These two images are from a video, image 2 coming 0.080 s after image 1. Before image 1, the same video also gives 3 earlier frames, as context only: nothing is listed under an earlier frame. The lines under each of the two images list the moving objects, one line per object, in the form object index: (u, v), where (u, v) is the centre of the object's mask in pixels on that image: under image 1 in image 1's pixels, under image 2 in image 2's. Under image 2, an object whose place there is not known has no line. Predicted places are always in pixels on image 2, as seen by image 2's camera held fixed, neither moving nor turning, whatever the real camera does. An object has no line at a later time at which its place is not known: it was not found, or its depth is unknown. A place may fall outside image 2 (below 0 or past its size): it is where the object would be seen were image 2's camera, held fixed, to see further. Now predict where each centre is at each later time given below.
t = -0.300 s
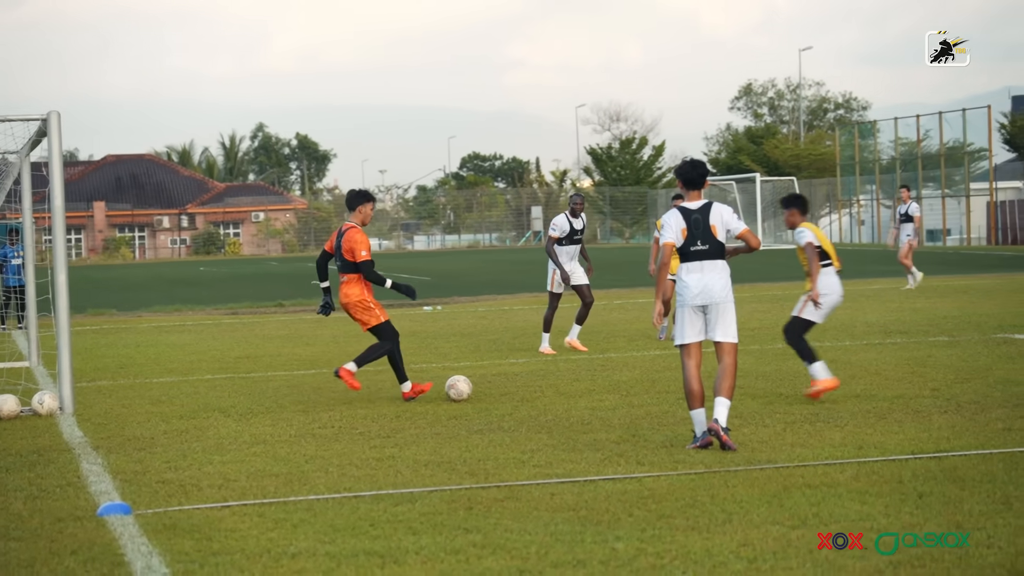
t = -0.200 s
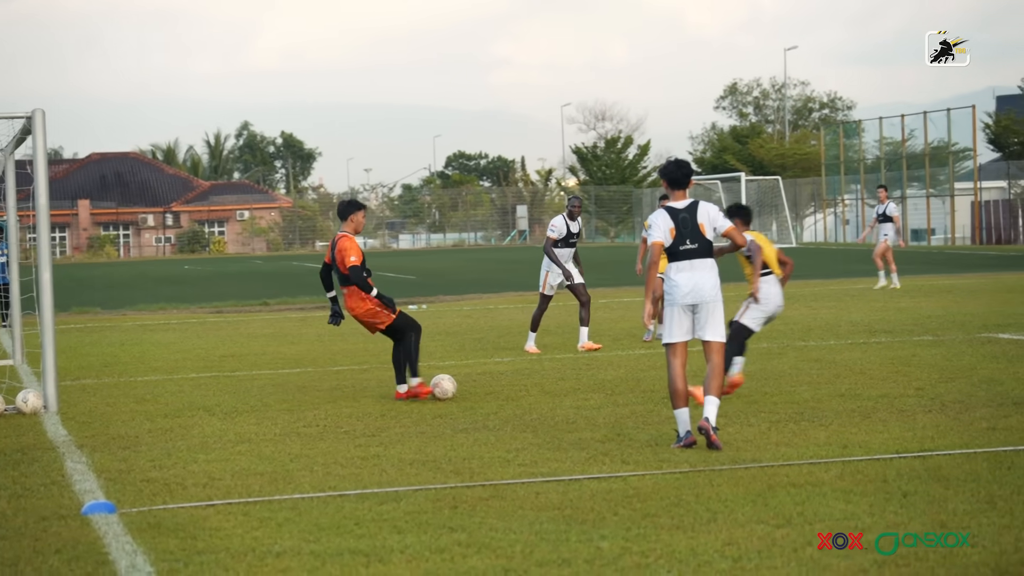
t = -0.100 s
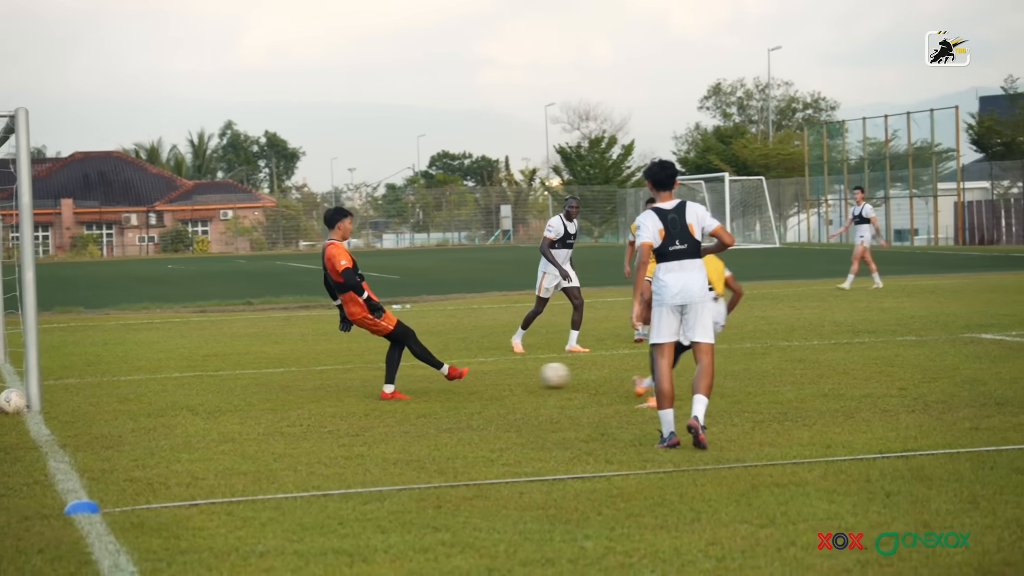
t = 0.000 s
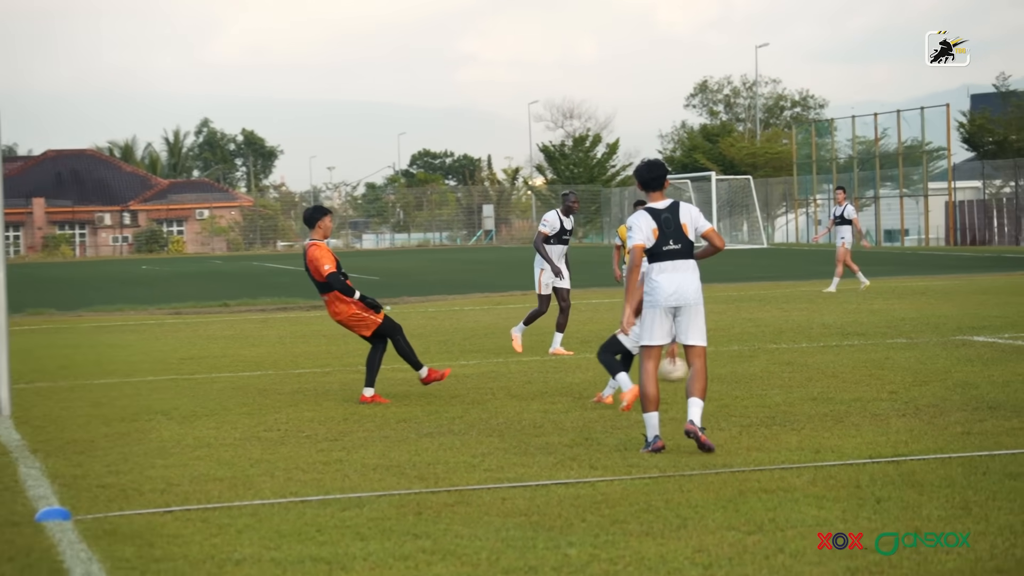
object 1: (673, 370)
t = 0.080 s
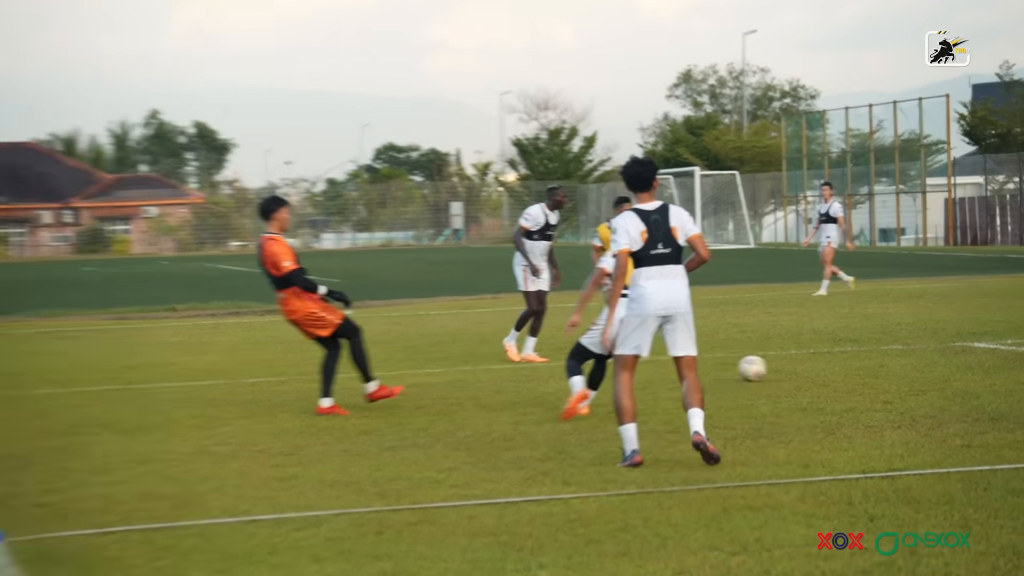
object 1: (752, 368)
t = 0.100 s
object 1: (775, 368)
